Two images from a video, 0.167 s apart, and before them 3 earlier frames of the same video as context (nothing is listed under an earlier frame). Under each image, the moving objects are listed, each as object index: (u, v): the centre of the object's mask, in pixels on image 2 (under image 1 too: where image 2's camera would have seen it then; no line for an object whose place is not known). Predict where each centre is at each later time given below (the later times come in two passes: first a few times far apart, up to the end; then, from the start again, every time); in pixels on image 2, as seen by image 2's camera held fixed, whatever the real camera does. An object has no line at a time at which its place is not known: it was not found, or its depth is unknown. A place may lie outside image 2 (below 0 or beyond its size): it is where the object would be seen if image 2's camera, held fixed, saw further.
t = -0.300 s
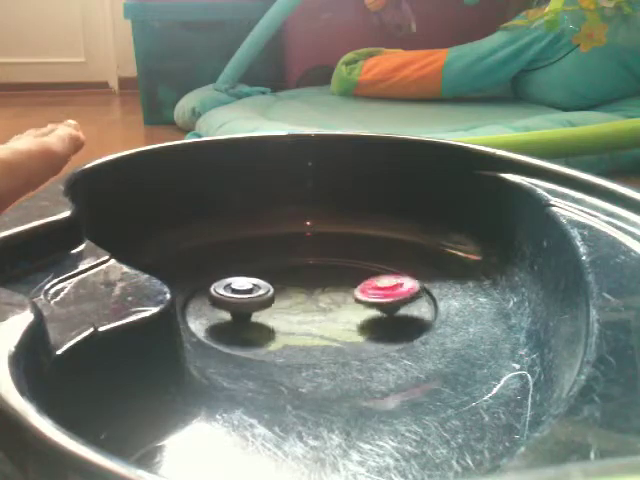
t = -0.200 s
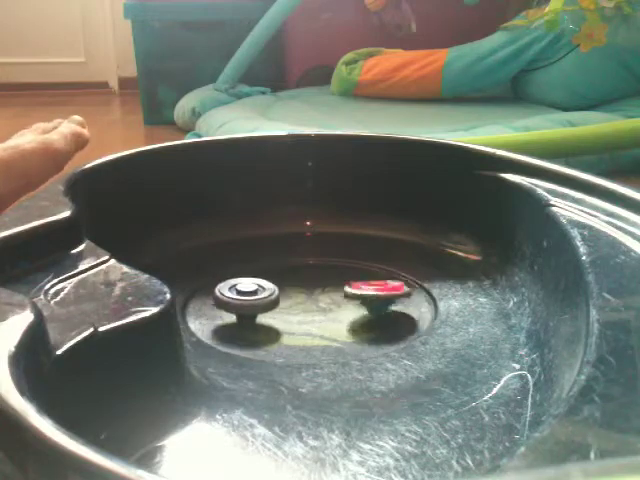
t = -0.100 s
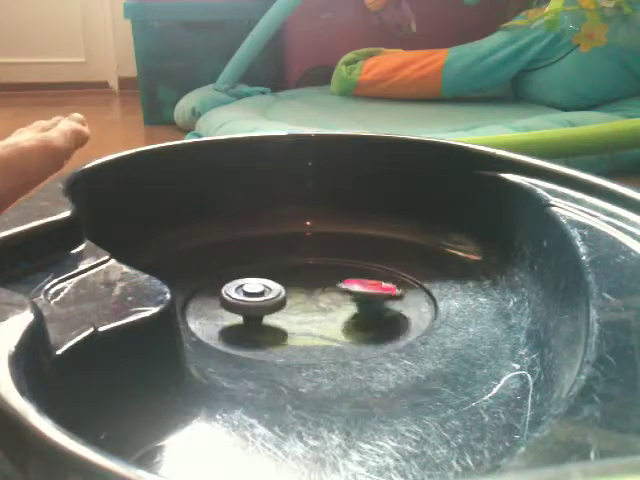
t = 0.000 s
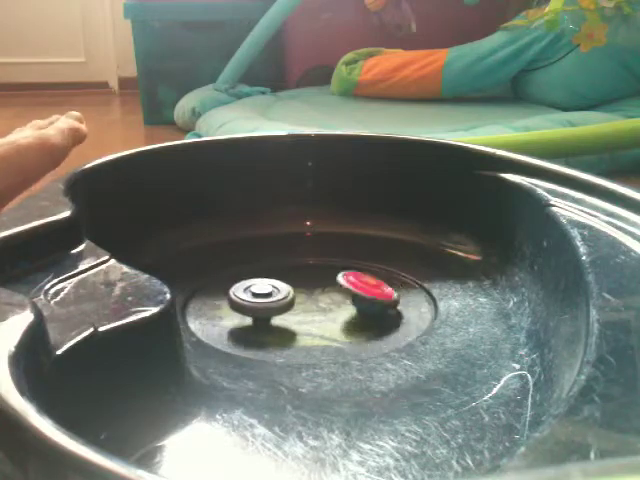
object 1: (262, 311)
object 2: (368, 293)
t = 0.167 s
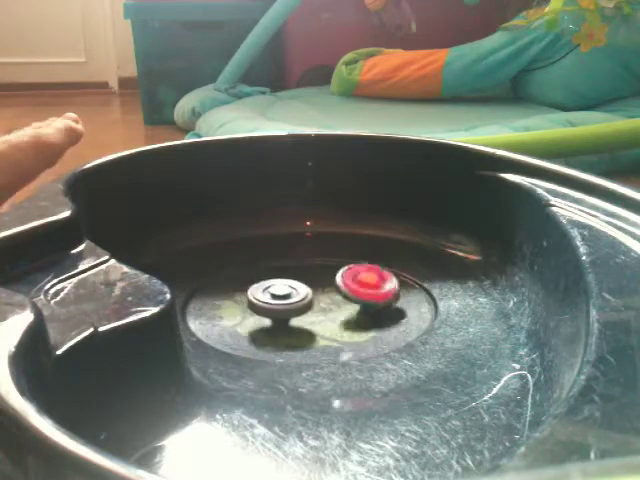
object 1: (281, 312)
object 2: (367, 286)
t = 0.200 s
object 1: (285, 312)
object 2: (368, 285)
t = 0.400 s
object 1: (312, 312)
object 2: (380, 280)
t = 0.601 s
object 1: (330, 313)
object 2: (380, 284)
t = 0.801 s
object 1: (332, 315)
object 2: (374, 280)
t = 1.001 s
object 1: (331, 311)
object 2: (361, 276)
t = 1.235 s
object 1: (324, 308)
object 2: (352, 272)
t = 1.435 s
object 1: (320, 306)
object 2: (341, 266)
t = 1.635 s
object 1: (321, 305)
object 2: (328, 266)
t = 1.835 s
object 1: (313, 307)
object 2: (325, 261)
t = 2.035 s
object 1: (318, 305)
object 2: (325, 261)
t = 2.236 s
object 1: (319, 304)
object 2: (314, 264)
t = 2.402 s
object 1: (317, 296)
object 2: (307, 262)
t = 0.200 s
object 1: (285, 312)
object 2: (368, 285)
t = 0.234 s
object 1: (289, 312)
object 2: (369, 283)
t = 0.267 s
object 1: (294, 312)
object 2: (371, 282)
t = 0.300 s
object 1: (299, 312)
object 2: (373, 280)
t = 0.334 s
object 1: (303, 312)
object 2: (375, 280)
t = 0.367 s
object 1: (308, 312)
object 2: (377, 280)
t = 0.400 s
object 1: (312, 312)
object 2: (380, 280)
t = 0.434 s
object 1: (316, 311)
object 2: (382, 281)
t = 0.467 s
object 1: (319, 311)
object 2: (382, 281)
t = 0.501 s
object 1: (323, 312)
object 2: (383, 281)
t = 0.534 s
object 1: (326, 312)
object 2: (382, 282)
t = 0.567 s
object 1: (329, 312)
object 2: (382, 282)
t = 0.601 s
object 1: (330, 313)
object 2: (380, 284)
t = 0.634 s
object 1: (332, 307)
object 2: (380, 284)
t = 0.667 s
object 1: (331, 313)
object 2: (381, 283)
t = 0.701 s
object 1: (331, 313)
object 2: (381, 282)
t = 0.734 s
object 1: (332, 314)
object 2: (379, 281)
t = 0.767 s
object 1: (332, 314)
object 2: (377, 281)
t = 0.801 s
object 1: (332, 315)
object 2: (374, 280)
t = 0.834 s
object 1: (333, 316)
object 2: (373, 280)
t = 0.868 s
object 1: (333, 316)
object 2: (369, 278)
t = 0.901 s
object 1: (333, 316)
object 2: (368, 279)
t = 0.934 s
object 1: (332, 311)
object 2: (365, 278)
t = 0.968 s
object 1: (332, 311)
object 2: (364, 277)
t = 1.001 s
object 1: (331, 311)
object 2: (361, 276)
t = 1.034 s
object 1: (331, 310)
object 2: (360, 275)
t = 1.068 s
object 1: (329, 309)
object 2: (358, 275)
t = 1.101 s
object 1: (328, 309)
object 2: (357, 276)
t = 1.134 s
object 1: (327, 308)
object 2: (354, 274)
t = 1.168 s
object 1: (327, 308)
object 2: (354, 273)
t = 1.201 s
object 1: (325, 309)
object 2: (352, 272)
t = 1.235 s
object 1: (324, 308)
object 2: (352, 272)
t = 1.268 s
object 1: (323, 308)
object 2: (350, 270)
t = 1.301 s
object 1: (322, 306)
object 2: (350, 271)
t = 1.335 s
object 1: (322, 307)
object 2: (347, 269)
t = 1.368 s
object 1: (320, 301)
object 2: (347, 270)
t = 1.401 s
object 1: (319, 301)
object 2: (343, 268)
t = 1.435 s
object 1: (320, 306)
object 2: (341, 266)
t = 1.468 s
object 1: (320, 306)
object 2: (338, 266)
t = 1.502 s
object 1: (318, 298)
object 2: (335, 264)
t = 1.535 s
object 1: (320, 305)
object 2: (333, 265)
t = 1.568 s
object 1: (322, 307)
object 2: (331, 266)
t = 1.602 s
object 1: (322, 306)
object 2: (329, 266)
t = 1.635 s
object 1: (321, 305)
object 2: (328, 266)
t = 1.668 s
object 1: (314, 301)
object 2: (327, 266)
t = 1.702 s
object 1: (314, 308)
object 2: (325, 264)
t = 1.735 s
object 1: (313, 307)
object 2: (325, 262)
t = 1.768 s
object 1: (313, 307)
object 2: (326, 261)
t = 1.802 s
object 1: (314, 307)
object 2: (324, 261)
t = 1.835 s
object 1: (313, 307)
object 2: (325, 261)
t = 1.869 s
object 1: (314, 307)
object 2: (324, 260)
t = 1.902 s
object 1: (315, 307)
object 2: (325, 260)
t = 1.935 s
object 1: (316, 306)
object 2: (327, 261)
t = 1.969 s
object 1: (318, 305)
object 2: (327, 261)
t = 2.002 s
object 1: (318, 305)
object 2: (328, 262)
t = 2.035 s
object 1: (318, 305)
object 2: (325, 261)
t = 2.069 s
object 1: (318, 305)
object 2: (324, 262)
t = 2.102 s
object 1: (318, 305)
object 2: (320, 263)
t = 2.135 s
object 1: (318, 304)
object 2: (318, 264)
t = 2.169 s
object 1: (319, 304)
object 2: (316, 264)
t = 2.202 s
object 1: (319, 304)
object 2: (316, 263)
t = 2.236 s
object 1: (319, 304)
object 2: (314, 264)
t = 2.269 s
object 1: (319, 304)
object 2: (313, 264)
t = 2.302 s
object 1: (319, 304)
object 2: (310, 264)
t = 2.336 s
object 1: (319, 304)
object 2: (310, 263)
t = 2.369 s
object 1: (319, 304)
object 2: (311, 263)
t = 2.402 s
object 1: (317, 296)
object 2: (307, 262)
